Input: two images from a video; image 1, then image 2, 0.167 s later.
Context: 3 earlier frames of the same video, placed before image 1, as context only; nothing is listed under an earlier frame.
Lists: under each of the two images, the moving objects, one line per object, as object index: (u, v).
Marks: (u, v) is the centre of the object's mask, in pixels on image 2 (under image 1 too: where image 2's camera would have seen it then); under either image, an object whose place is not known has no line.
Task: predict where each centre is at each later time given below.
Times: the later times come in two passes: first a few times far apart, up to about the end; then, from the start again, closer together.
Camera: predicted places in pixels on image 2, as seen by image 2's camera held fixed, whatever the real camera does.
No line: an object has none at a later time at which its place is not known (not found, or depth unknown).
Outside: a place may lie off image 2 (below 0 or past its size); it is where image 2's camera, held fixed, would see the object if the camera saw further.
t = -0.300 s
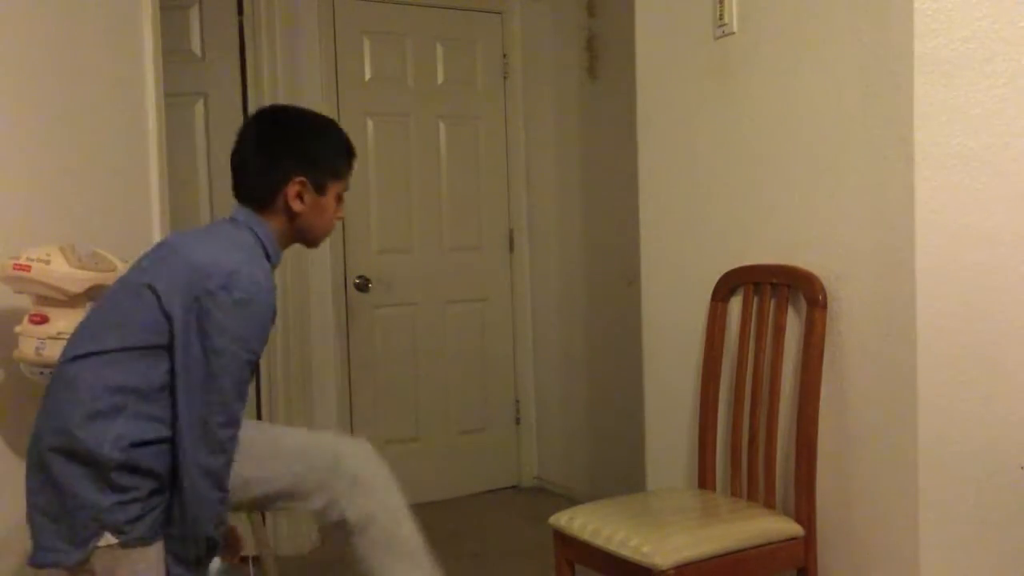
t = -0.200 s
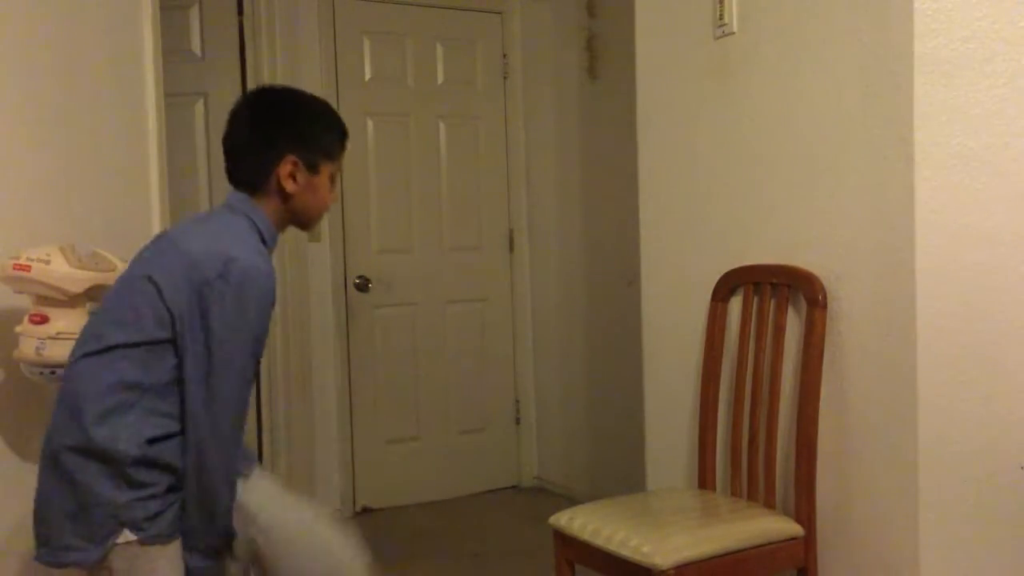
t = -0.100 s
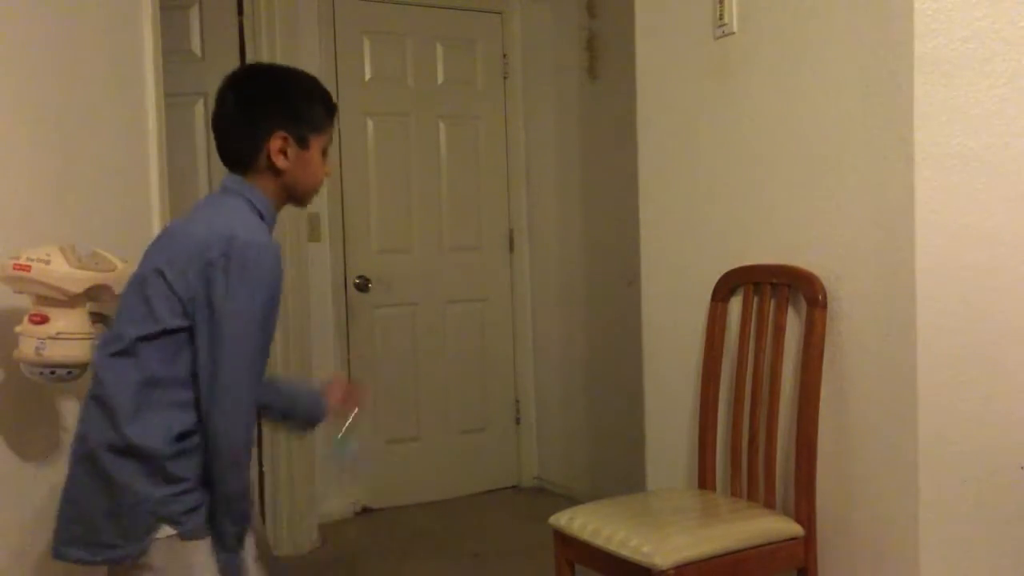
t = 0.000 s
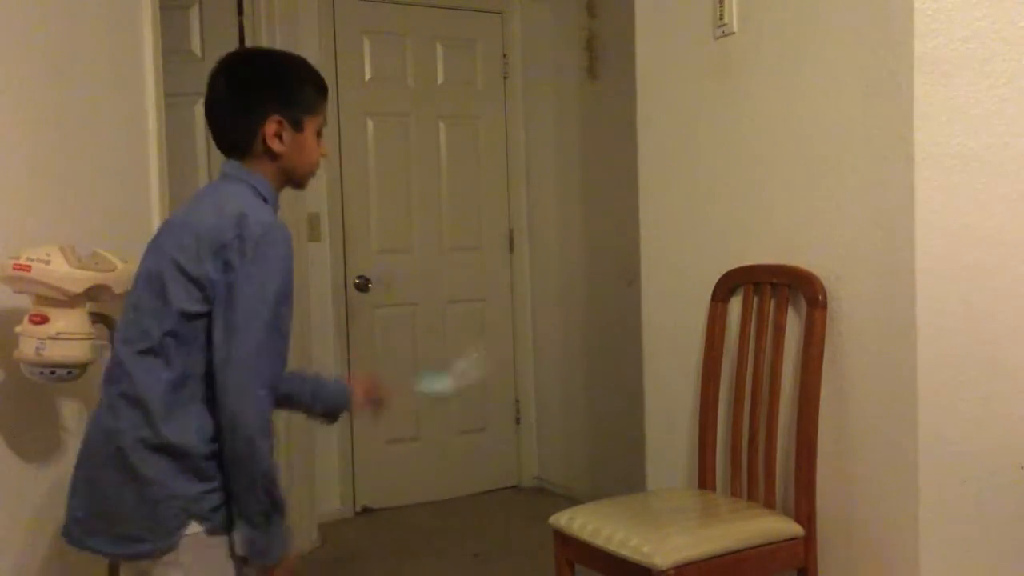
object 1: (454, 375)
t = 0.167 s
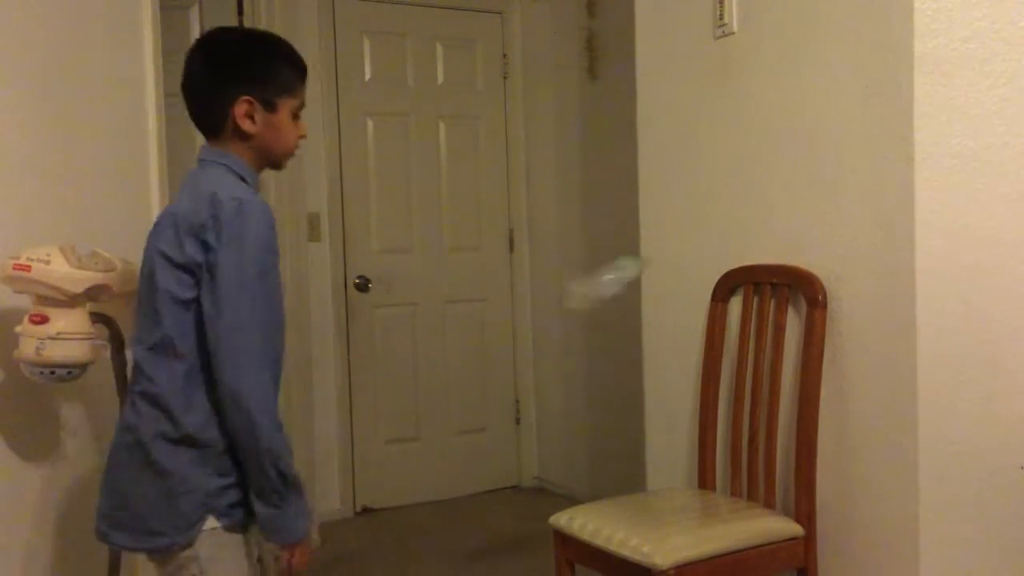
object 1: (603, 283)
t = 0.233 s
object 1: (649, 286)
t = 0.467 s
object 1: (740, 433)
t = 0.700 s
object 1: (740, 458)
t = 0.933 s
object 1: (740, 458)
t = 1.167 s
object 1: (740, 458)
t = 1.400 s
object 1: (740, 458)
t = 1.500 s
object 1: (740, 458)
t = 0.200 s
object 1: (626, 283)
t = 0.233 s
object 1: (649, 286)
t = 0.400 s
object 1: (745, 384)
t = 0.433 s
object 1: (744, 405)
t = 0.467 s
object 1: (740, 433)
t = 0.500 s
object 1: (737, 459)
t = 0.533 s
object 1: (737, 459)
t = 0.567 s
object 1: (737, 459)
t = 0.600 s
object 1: (738, 458)
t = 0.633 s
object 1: (740, 458)
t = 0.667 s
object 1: (740, 458)
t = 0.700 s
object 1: (740, 458)
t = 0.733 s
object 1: (740, 458)
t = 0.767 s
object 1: (740, 458)
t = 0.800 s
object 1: (740, 458)
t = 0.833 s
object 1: (740, 458)
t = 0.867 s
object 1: (740, 458)
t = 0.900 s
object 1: (740, 458)
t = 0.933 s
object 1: (740, 458)
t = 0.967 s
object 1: (740, 458)
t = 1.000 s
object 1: (740, 458)
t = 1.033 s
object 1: (740, 458)
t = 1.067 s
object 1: (740, 458)
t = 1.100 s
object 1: (740, 458)
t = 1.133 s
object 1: (740, 458)
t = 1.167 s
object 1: (740, 458)
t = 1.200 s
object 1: (740, 458)
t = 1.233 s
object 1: (740, 458)
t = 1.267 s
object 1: (740, 458)
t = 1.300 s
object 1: (740, 458)
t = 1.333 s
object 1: (740, 458)
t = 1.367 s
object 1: (740, 458)
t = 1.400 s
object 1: (740, 458)
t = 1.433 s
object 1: (740, 458)
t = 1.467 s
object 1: (740, 458)
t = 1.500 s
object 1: (740, 458)
